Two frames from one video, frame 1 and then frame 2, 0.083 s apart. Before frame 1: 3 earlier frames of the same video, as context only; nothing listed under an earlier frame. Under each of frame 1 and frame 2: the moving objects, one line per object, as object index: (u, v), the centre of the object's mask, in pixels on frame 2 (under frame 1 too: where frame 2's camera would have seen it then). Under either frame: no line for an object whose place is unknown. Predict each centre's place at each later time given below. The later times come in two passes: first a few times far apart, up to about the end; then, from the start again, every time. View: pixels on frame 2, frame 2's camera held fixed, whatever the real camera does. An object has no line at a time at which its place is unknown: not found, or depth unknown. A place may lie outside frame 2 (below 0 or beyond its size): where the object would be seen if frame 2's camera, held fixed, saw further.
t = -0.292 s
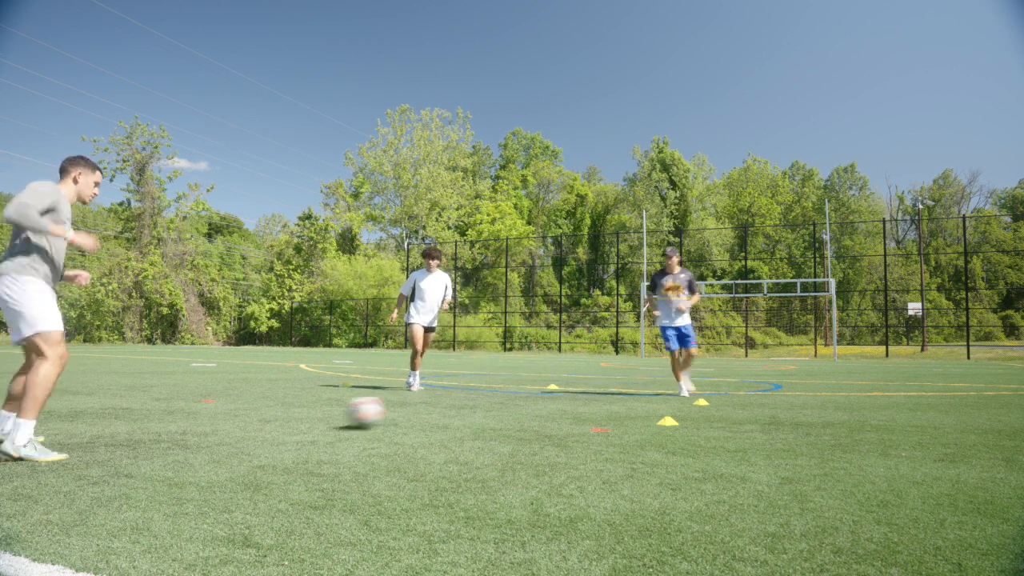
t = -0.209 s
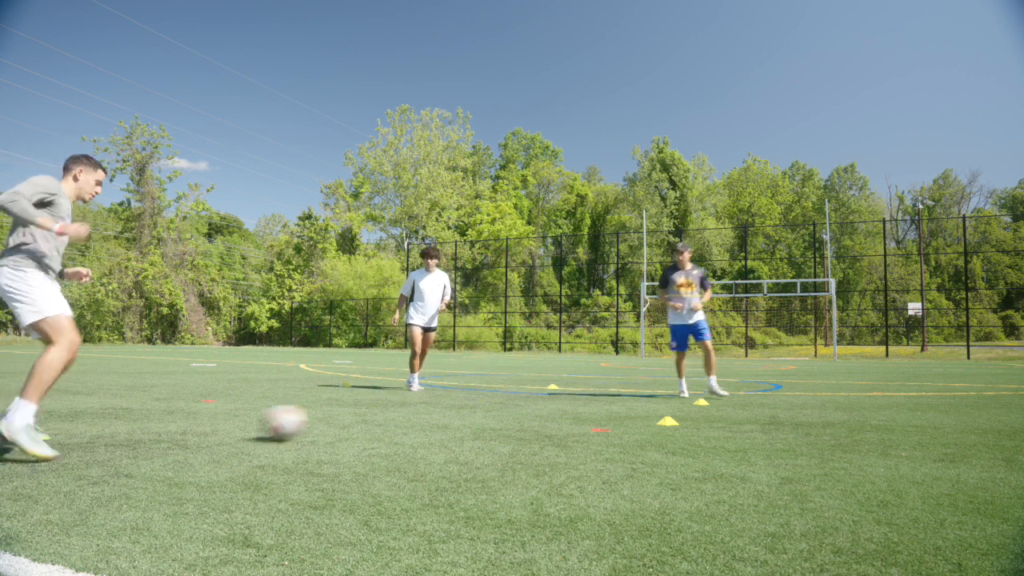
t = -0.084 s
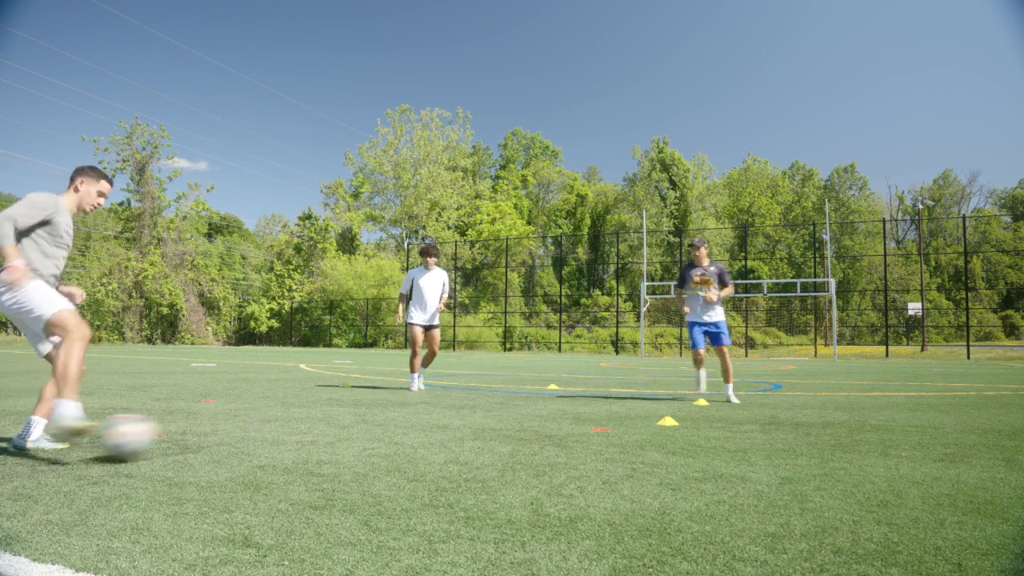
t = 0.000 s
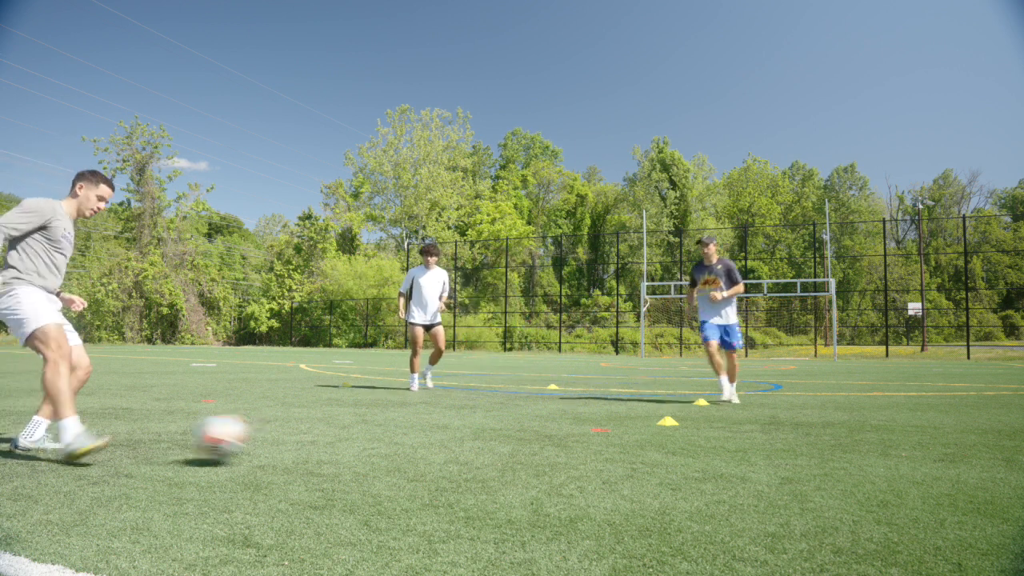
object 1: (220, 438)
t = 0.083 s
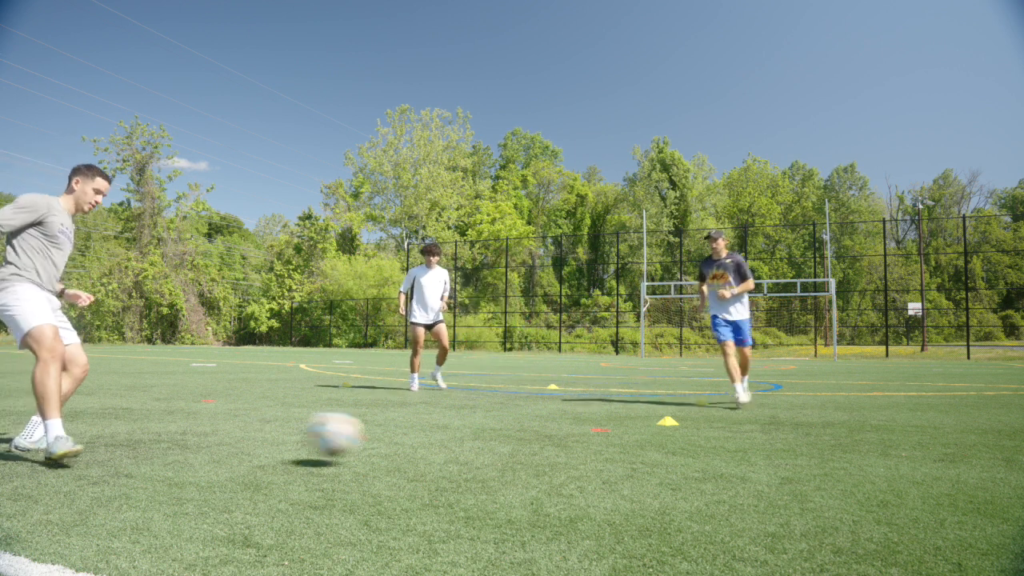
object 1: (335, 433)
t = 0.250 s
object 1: (533, 435)
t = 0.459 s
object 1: (728, 431)
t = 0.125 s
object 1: (390, 437)
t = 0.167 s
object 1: (445, 443)
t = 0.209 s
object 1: (489, 438)
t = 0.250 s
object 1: (533, 435)
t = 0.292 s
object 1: (575, 436)
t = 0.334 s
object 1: (620, 438)
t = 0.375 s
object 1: (659, 440)
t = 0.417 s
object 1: (695, 434)
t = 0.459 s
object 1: (728, 431)
